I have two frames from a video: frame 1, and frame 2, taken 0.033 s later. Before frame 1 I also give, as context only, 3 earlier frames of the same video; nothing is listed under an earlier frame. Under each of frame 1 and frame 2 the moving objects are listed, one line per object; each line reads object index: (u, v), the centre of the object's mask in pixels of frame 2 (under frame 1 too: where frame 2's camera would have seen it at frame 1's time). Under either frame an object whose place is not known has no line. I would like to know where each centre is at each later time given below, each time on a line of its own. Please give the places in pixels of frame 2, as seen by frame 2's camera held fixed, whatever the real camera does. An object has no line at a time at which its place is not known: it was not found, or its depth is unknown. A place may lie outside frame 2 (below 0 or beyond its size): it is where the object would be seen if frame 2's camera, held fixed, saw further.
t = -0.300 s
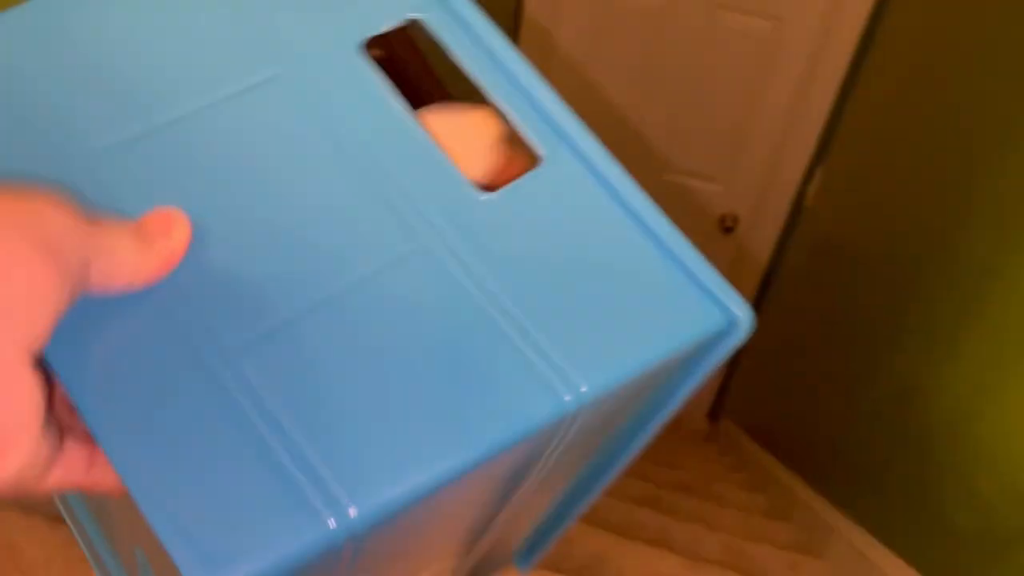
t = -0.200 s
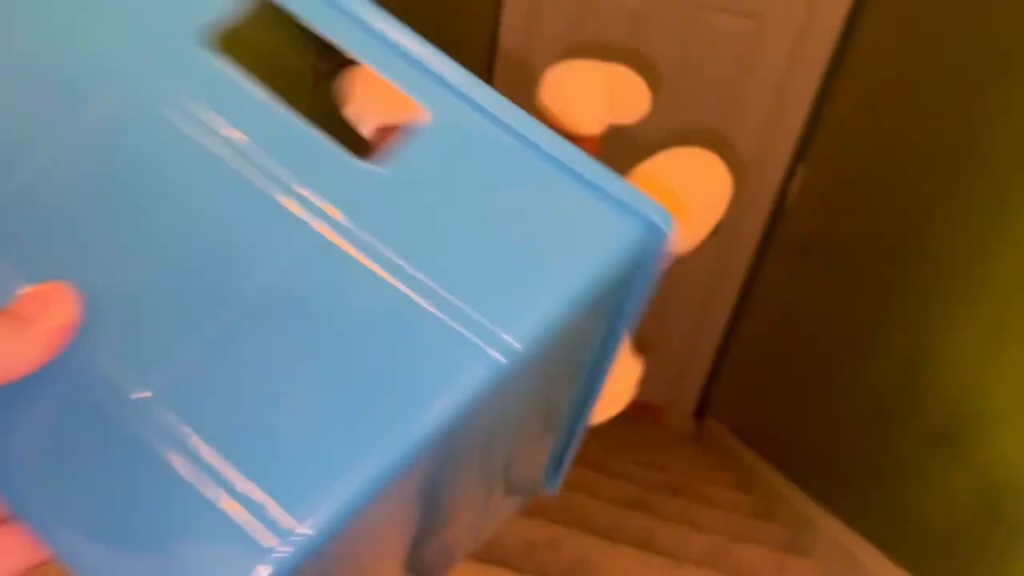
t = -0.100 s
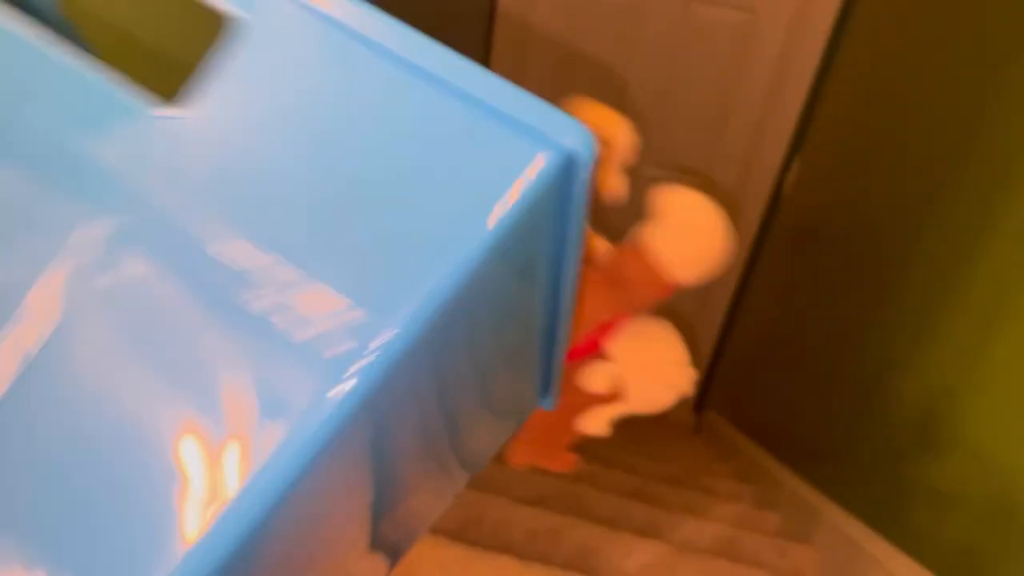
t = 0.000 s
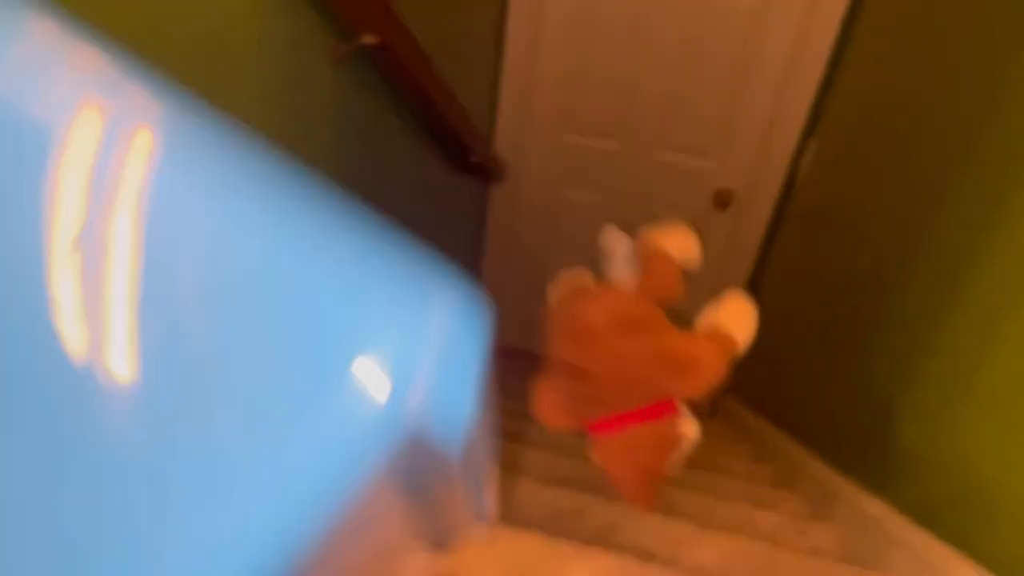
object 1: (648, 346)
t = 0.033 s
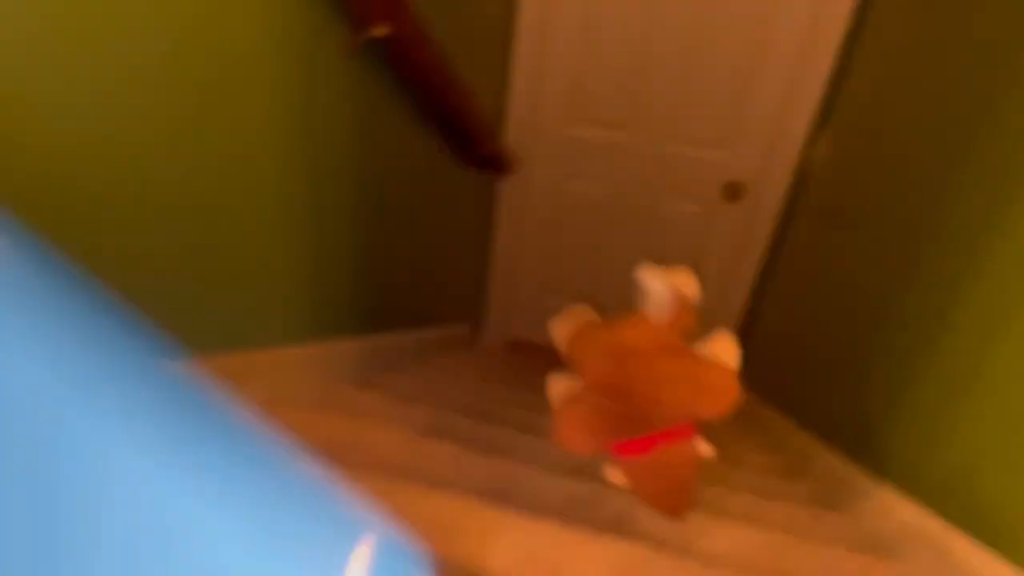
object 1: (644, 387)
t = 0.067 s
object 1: (641, 427)
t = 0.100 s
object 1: (635, 455)
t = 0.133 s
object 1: (642, 470)
